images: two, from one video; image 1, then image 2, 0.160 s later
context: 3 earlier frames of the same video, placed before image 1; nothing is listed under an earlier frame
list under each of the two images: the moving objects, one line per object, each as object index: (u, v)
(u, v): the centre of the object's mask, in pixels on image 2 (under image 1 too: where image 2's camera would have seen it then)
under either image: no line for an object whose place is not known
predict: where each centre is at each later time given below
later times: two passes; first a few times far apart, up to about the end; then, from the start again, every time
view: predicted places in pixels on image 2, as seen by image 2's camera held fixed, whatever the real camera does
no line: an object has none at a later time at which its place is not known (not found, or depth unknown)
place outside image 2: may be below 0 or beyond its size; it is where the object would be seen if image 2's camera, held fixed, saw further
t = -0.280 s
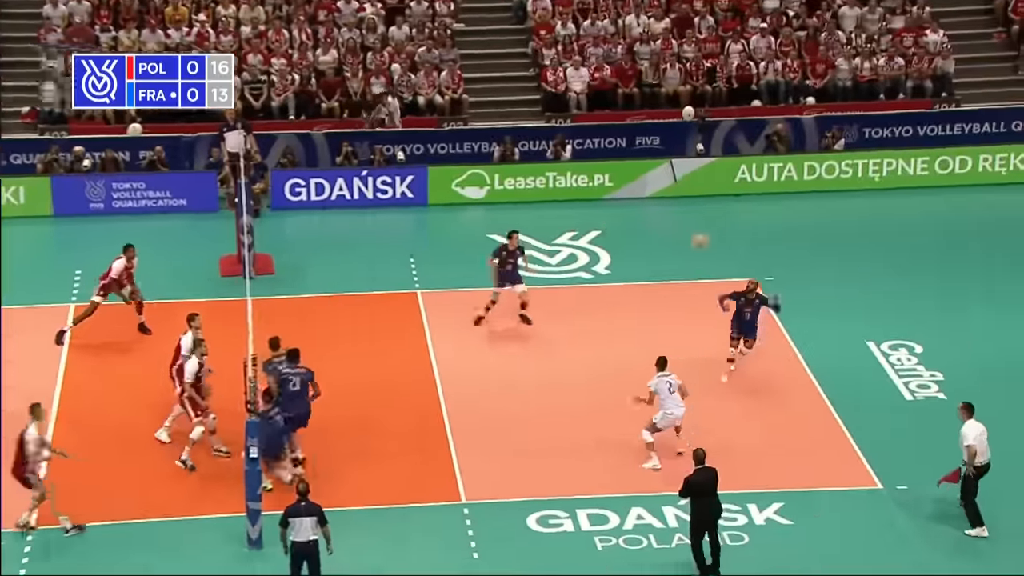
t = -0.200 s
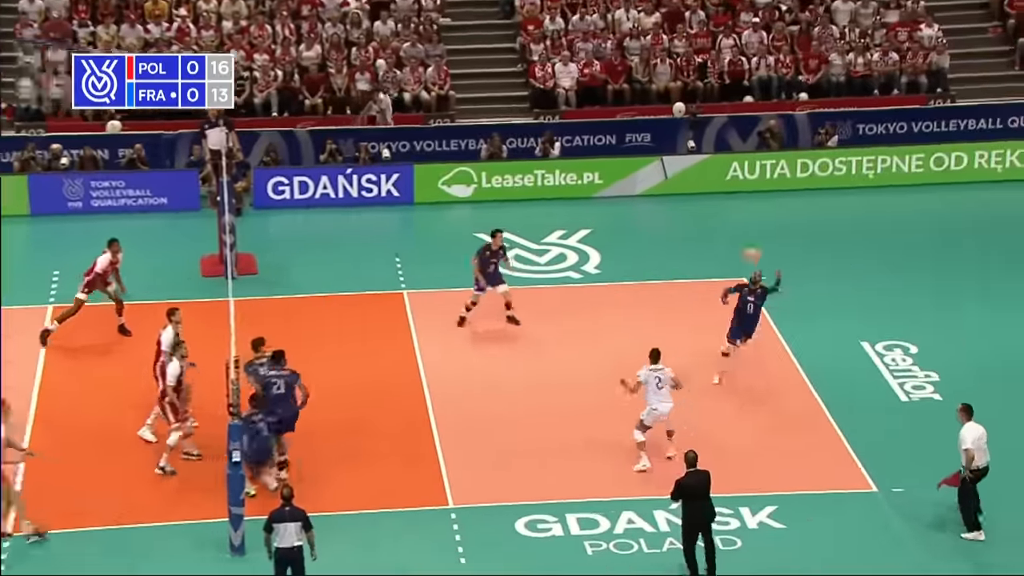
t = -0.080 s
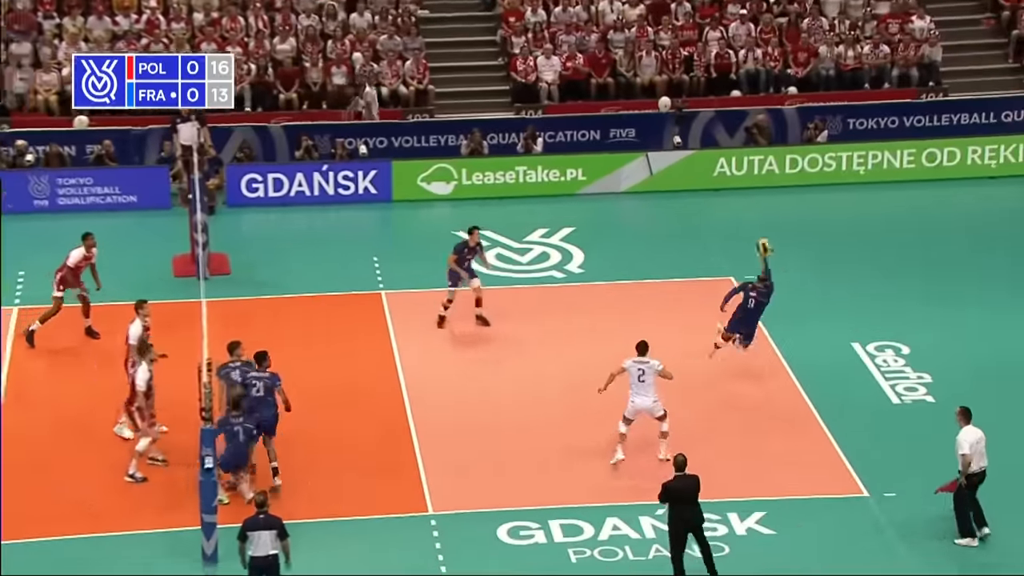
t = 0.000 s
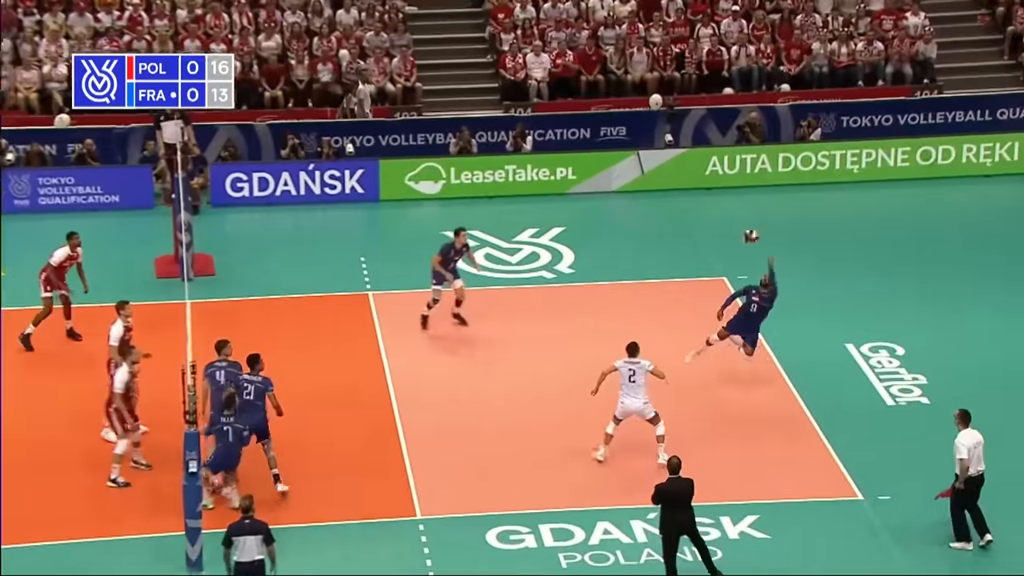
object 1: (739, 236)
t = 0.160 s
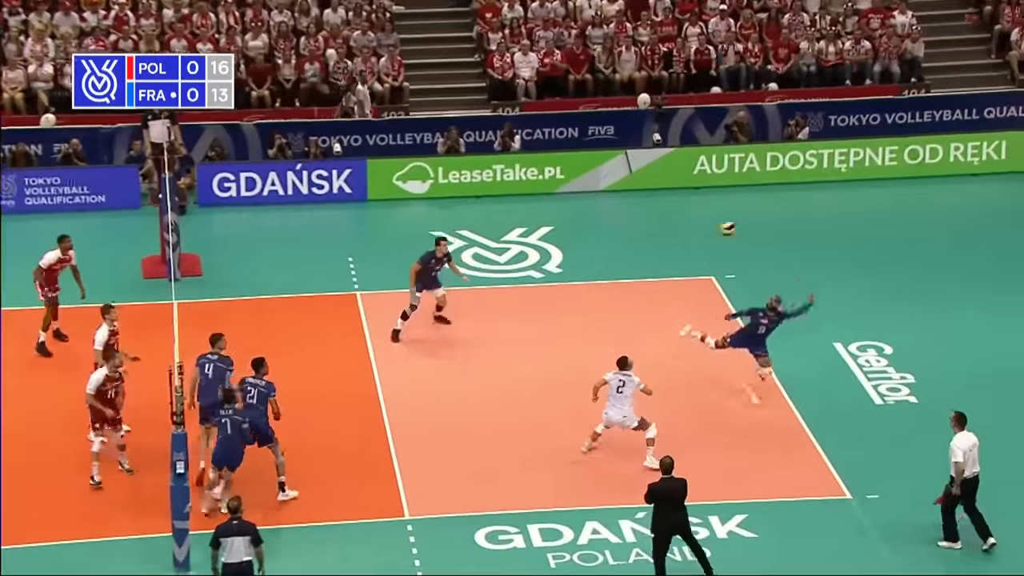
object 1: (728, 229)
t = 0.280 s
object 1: (718, 233)
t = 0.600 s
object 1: (690, 294)
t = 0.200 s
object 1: (724, 229)
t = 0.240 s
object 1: (721, 231)
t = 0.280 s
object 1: (718, 233)
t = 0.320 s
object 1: (715, 237)
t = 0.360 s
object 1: (712, 243)
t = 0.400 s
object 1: (709, 249)
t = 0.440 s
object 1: (706, 254)
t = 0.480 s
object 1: (701, 263)
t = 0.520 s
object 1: (699, 272)
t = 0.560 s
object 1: (693, 284)
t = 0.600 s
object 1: (690, 294)
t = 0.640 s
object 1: (688, 306)
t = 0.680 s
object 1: (684, 321)
